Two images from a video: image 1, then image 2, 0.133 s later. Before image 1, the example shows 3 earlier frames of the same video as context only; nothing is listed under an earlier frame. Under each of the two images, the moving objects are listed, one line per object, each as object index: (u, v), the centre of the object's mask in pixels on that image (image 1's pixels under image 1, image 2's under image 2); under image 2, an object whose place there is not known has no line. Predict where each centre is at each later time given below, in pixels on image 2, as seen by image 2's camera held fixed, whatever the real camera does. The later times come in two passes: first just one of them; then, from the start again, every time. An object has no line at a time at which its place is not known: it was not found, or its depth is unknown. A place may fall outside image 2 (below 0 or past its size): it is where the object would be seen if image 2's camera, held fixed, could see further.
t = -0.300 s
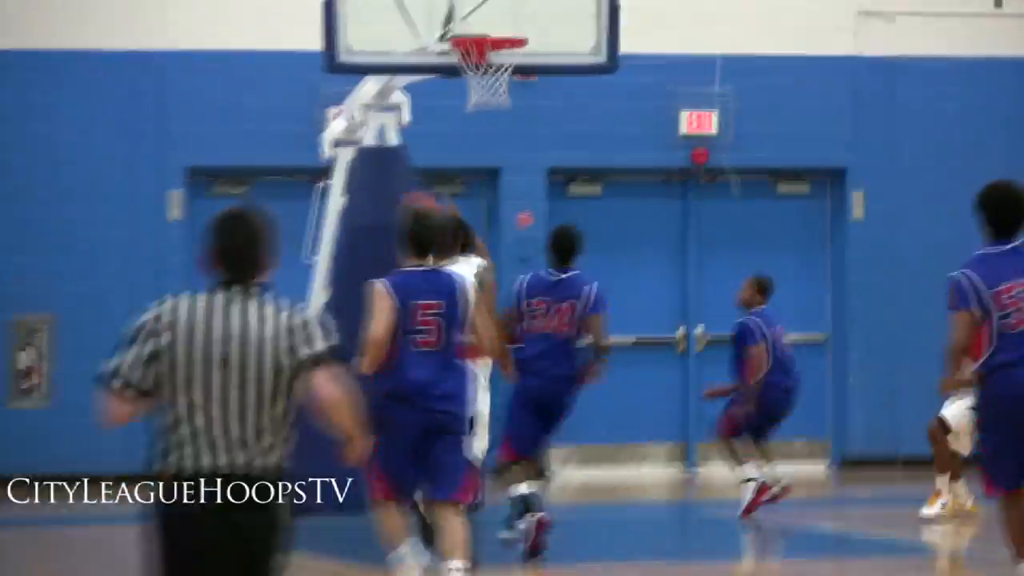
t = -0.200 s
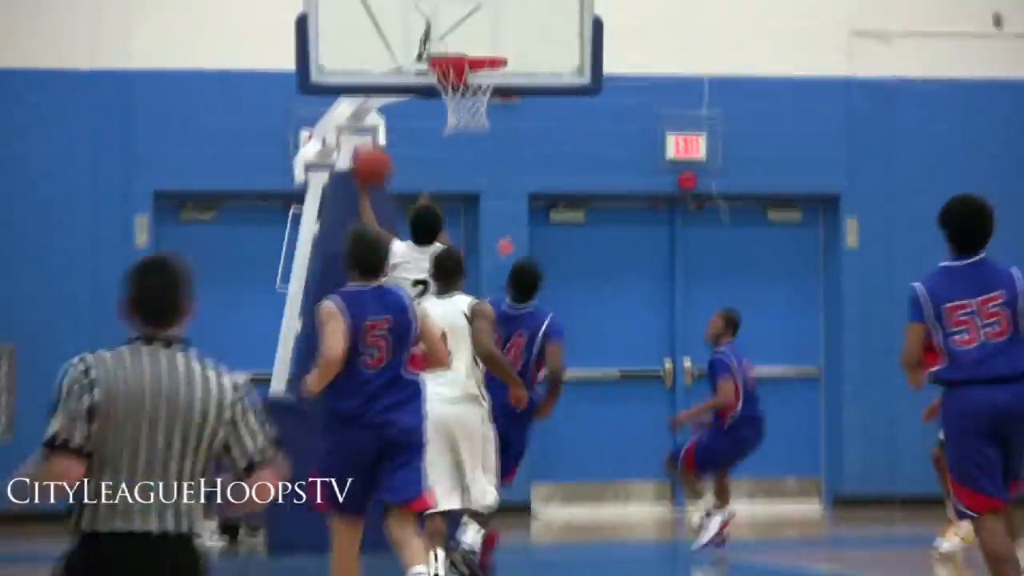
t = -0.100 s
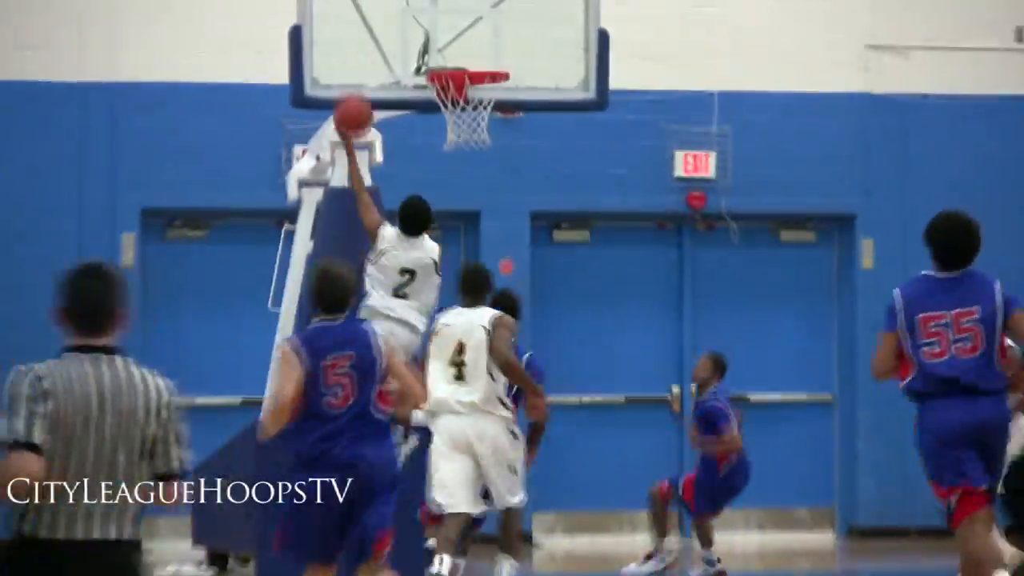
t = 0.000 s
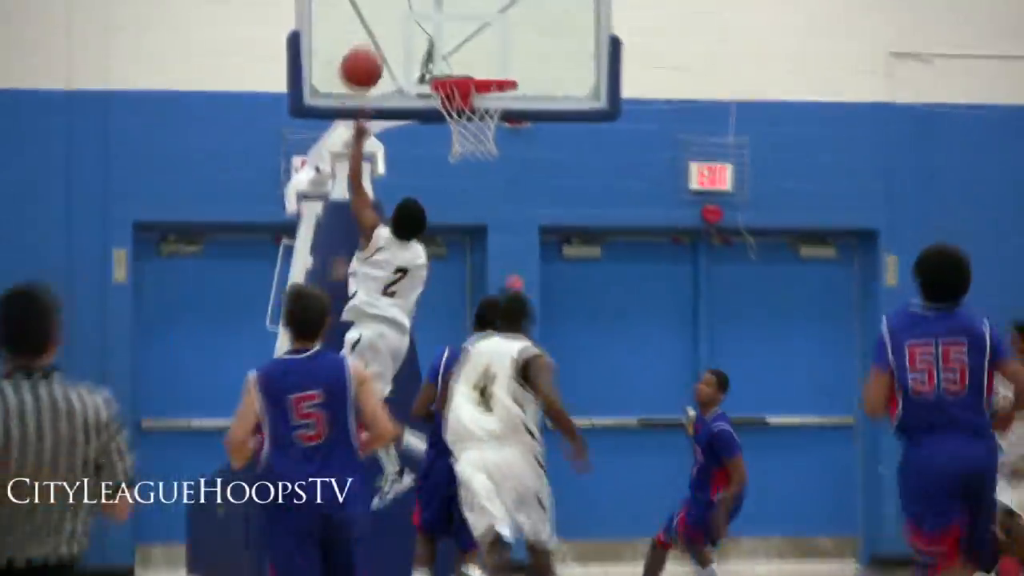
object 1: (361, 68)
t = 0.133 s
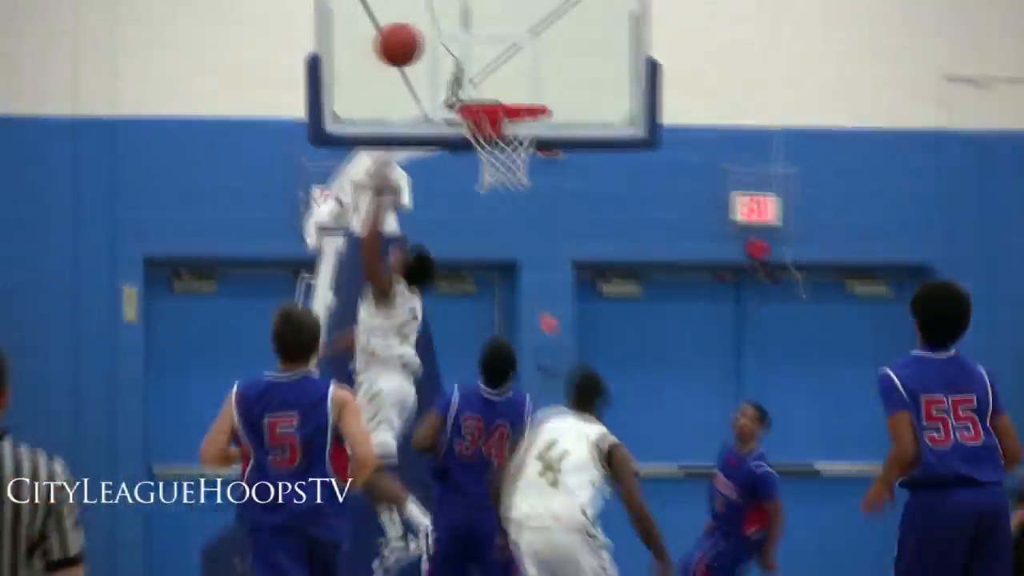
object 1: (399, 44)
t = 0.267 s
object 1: (425, 31)
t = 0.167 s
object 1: (407, 37)
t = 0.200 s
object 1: (412, 34)
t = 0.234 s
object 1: (419, 31)
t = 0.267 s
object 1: (425, 31)
